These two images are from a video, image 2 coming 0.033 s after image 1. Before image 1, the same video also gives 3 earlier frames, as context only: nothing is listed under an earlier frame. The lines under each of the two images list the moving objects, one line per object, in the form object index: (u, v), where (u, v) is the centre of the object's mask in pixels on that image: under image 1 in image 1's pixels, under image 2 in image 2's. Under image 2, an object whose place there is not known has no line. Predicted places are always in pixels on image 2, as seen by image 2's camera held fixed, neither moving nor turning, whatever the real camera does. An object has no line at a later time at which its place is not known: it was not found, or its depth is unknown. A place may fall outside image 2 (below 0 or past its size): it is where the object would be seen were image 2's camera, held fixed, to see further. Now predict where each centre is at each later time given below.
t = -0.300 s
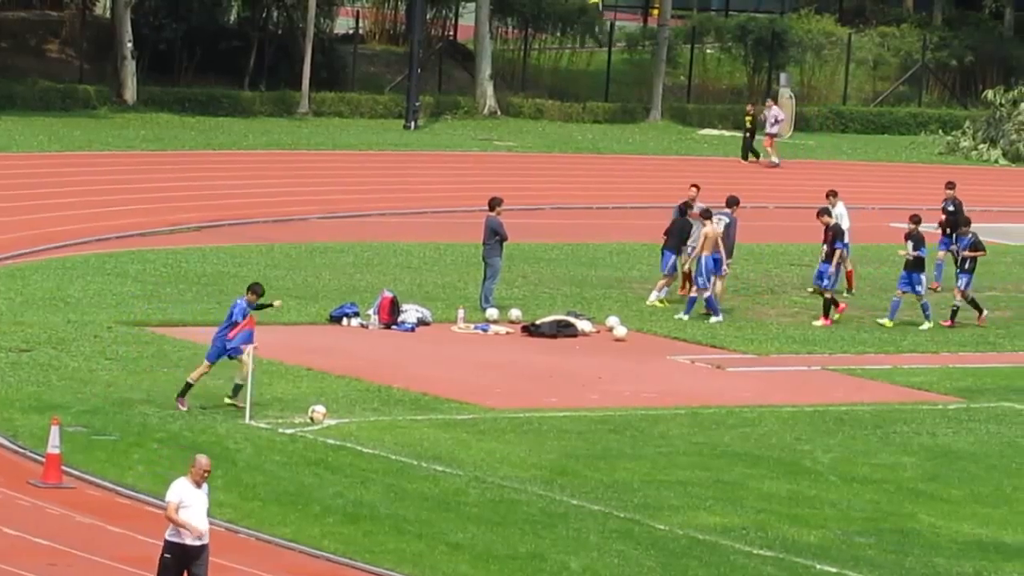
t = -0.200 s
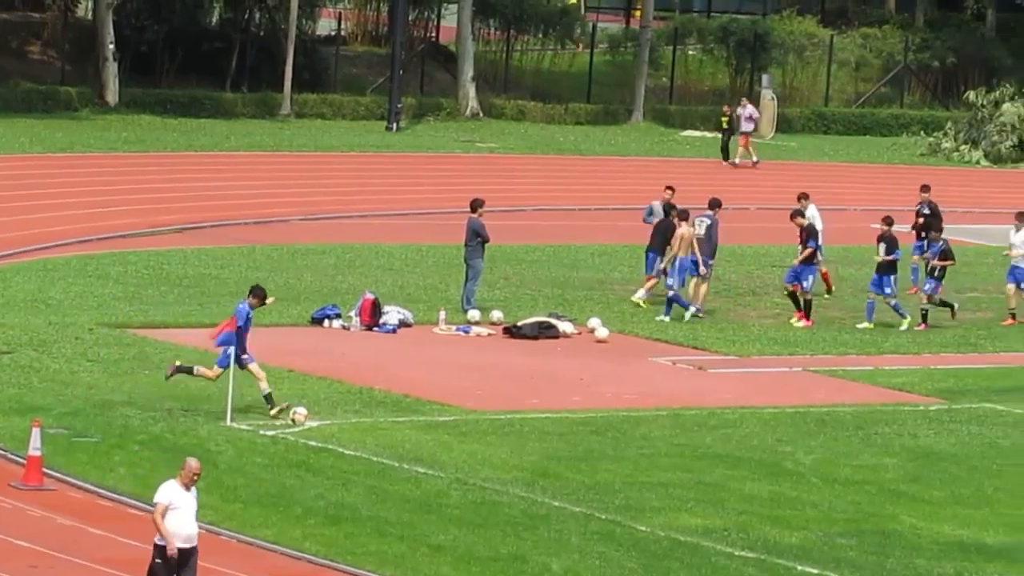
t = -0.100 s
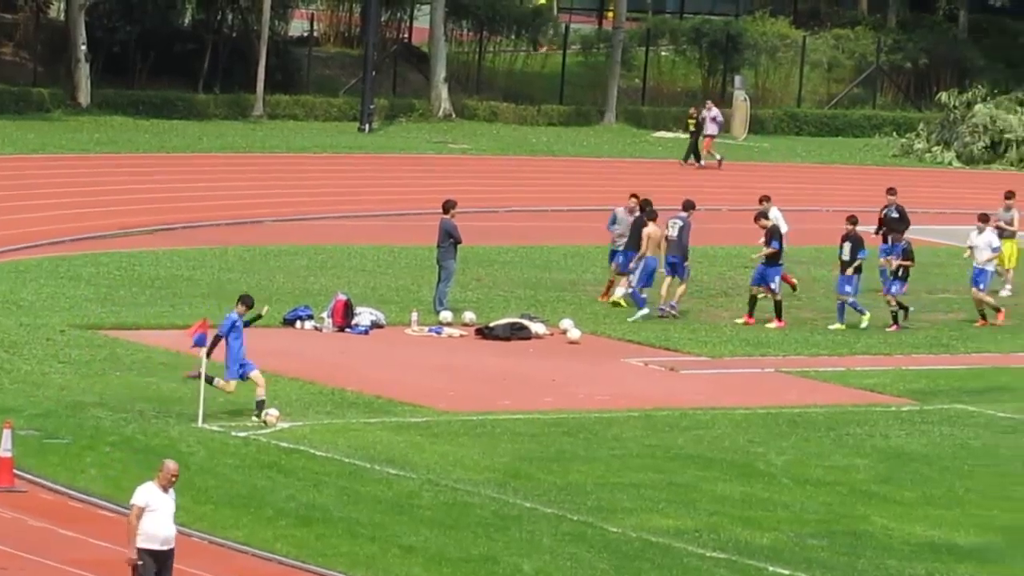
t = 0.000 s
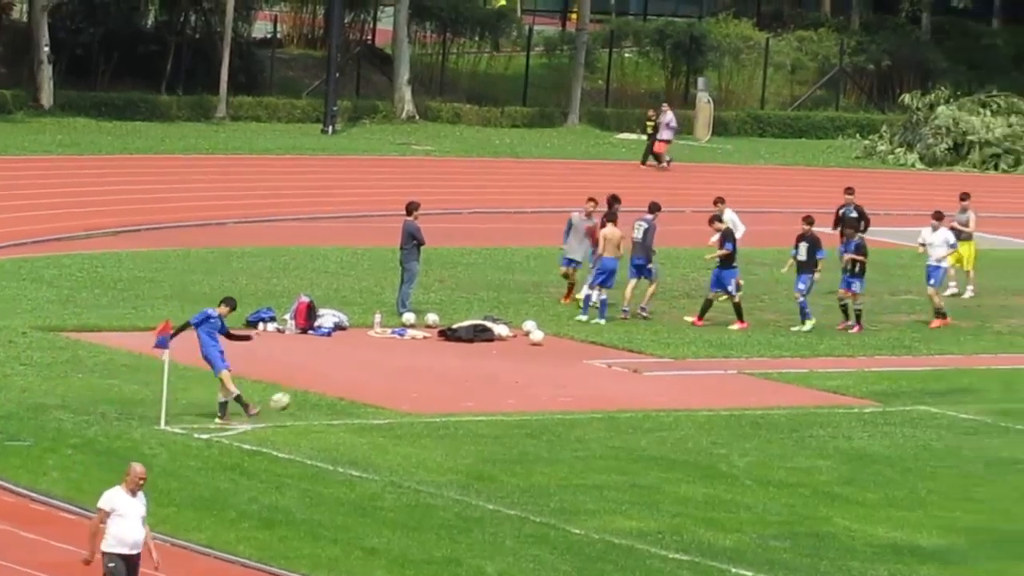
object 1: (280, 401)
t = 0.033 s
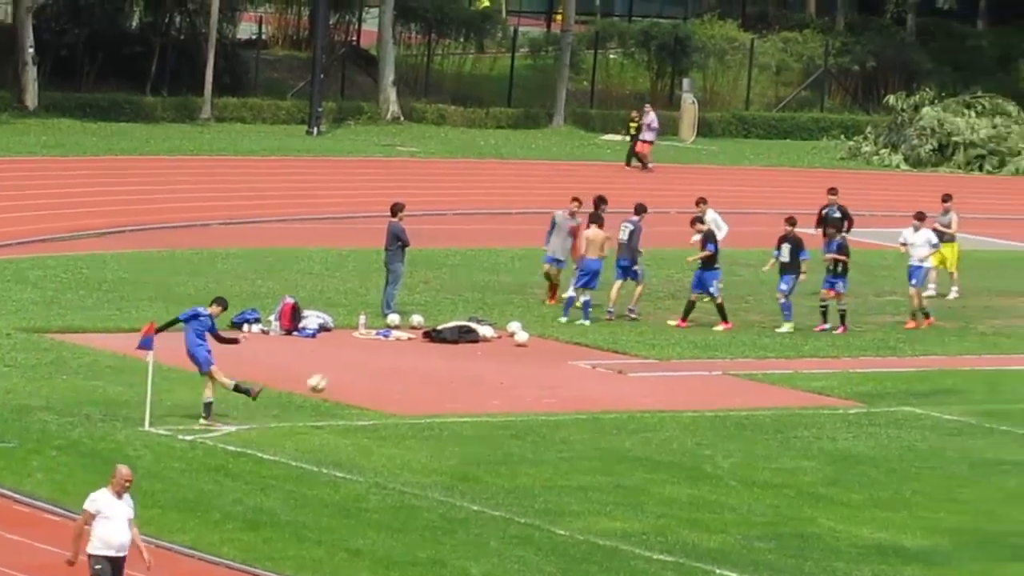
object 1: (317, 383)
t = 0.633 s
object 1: (1143, 141)
